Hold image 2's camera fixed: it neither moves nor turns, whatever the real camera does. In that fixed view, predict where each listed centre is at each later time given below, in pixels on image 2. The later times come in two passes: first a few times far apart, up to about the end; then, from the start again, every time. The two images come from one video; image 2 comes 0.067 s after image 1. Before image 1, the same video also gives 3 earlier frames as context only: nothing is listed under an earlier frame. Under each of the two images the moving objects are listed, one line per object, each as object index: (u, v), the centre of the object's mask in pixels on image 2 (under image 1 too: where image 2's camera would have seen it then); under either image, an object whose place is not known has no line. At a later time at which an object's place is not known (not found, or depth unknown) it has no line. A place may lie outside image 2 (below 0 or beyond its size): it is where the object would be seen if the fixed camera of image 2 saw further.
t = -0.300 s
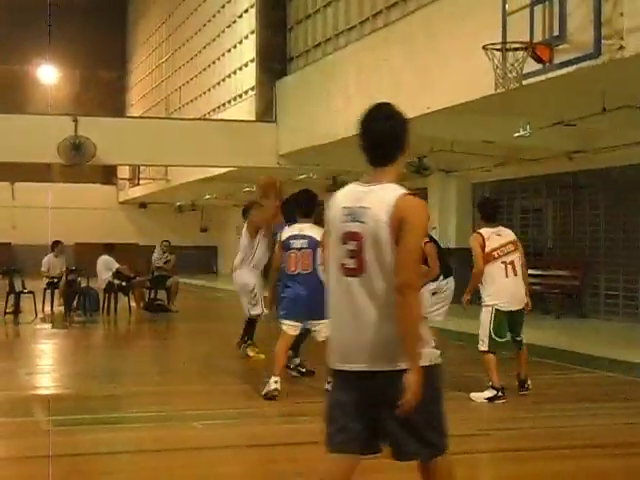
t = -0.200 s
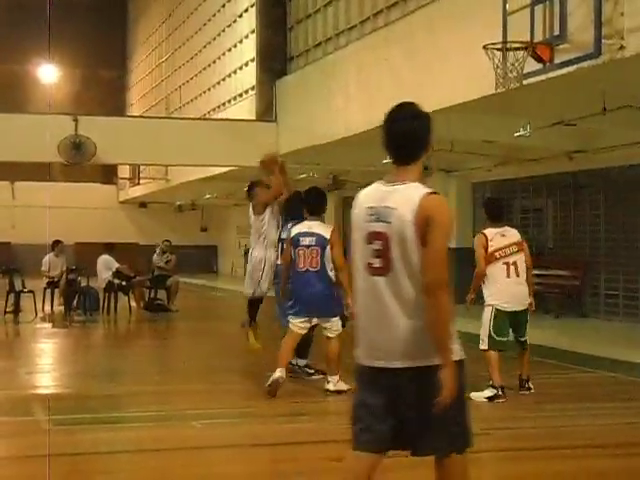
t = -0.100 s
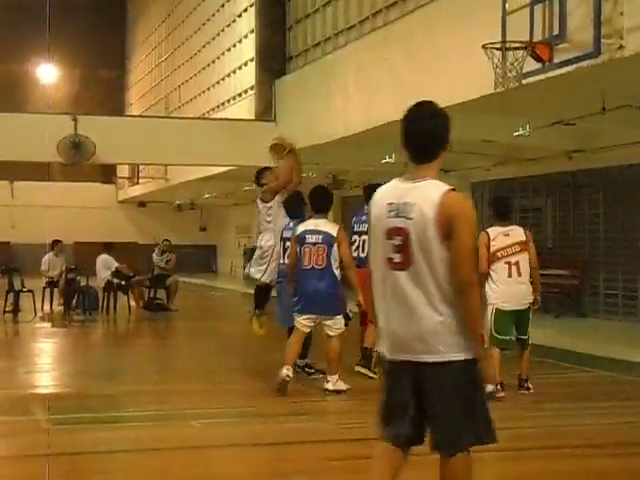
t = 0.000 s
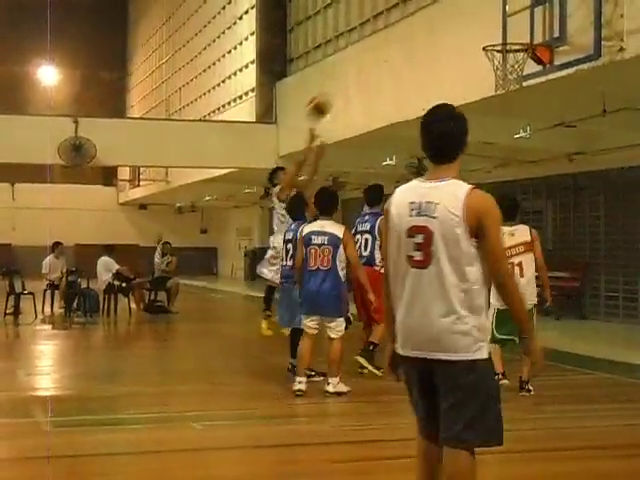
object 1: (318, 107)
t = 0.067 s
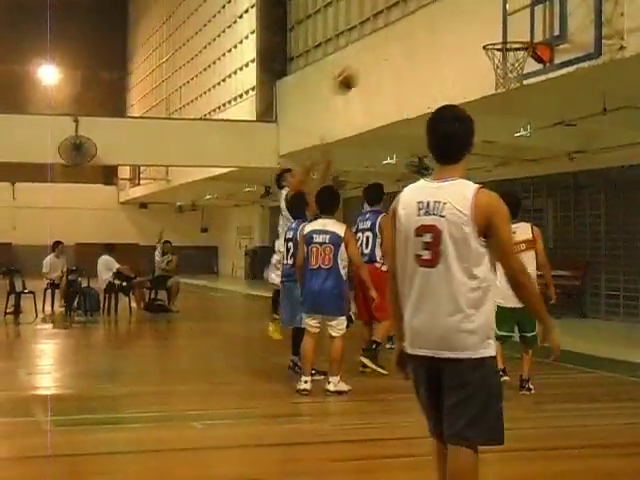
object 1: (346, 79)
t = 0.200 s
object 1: (399, 41)
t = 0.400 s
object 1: (484, 13)
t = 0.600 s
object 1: (491, 21)
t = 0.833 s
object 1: (449, 47)
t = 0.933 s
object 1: (430, 70)
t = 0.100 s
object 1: (359, 69)
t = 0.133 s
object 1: (372, 59)
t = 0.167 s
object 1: (385, 50)
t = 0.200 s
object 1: (399, 41)
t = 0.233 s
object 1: (413, 34)
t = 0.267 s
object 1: (427, 28)
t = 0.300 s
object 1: (440, 23)
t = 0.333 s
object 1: (455, 19)
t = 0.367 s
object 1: (469, 15)
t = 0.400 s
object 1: (484, 13)
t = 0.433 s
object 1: (498, 13)
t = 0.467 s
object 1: (511, 12)
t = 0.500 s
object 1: (508, 13)
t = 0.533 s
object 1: (503, 14)
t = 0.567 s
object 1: (497, 17)
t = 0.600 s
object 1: (491, 21)
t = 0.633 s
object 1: (487, 25)
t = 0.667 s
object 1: (479, 32)
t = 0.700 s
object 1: (474, 34)
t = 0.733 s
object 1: (468, 36)
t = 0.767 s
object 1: (462, 38)
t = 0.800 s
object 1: (456, 42)
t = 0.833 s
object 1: (449, 47)
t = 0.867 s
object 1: (442, 54)
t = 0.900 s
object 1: (437, 61)
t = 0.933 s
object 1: (430, 70)
